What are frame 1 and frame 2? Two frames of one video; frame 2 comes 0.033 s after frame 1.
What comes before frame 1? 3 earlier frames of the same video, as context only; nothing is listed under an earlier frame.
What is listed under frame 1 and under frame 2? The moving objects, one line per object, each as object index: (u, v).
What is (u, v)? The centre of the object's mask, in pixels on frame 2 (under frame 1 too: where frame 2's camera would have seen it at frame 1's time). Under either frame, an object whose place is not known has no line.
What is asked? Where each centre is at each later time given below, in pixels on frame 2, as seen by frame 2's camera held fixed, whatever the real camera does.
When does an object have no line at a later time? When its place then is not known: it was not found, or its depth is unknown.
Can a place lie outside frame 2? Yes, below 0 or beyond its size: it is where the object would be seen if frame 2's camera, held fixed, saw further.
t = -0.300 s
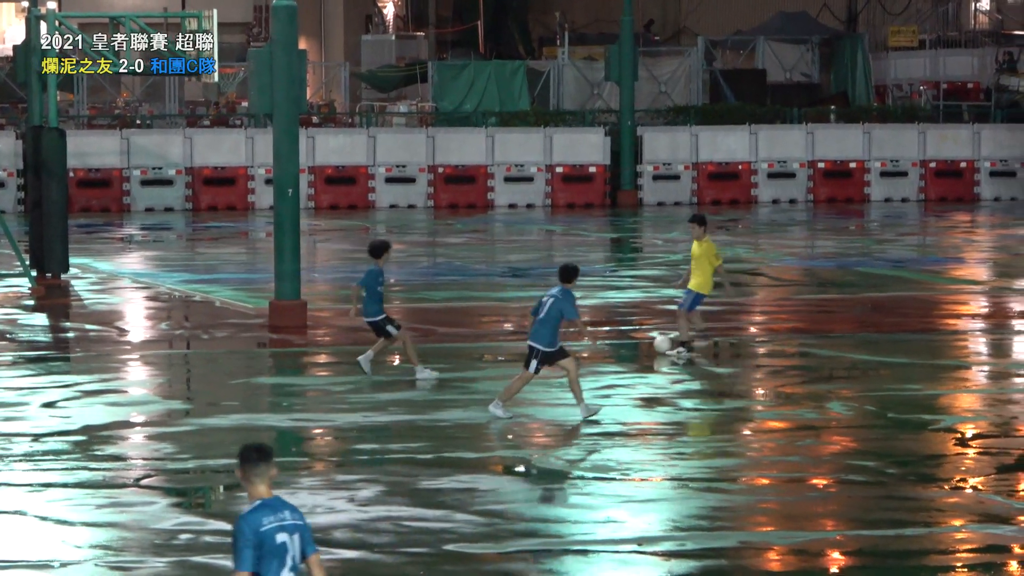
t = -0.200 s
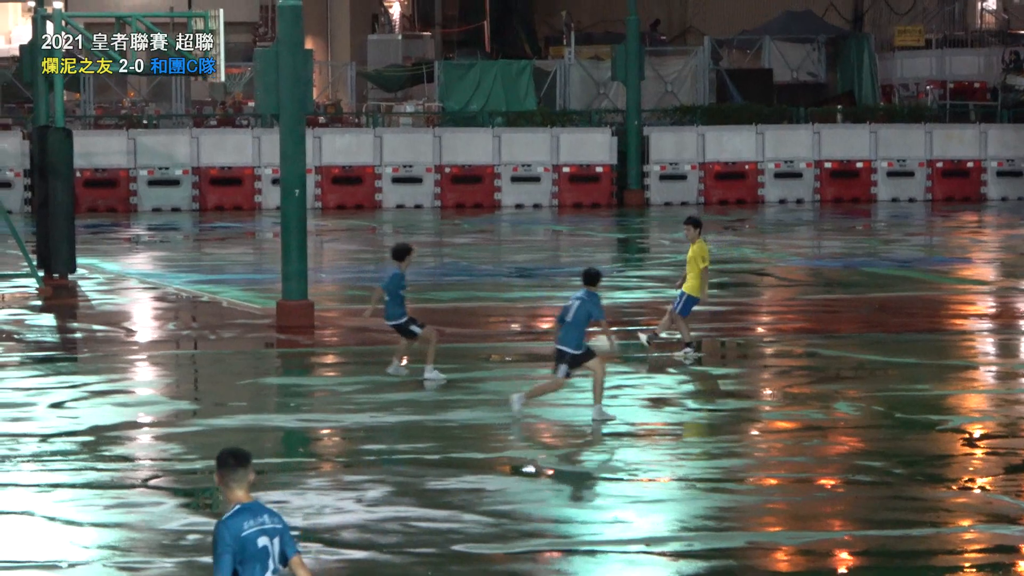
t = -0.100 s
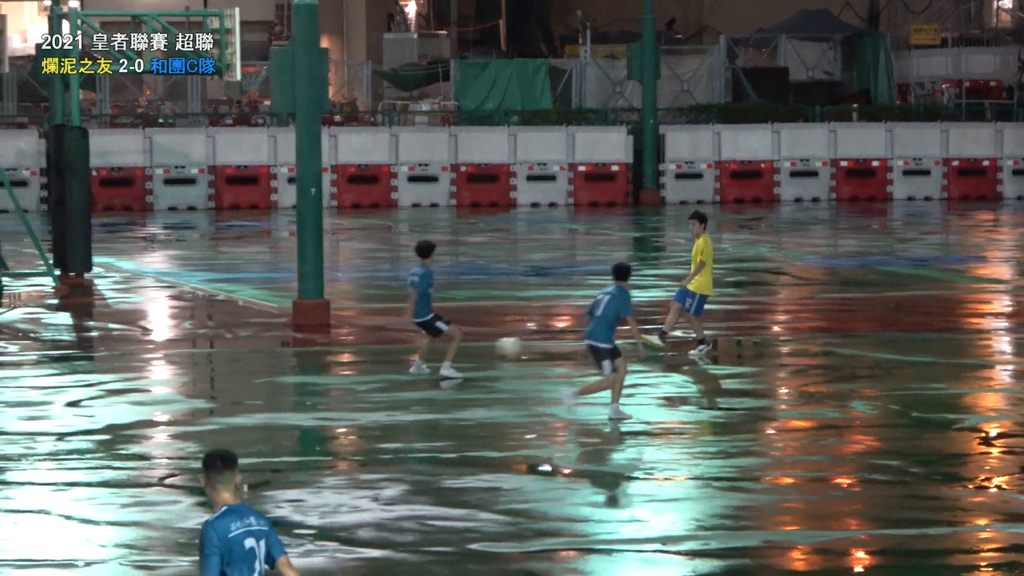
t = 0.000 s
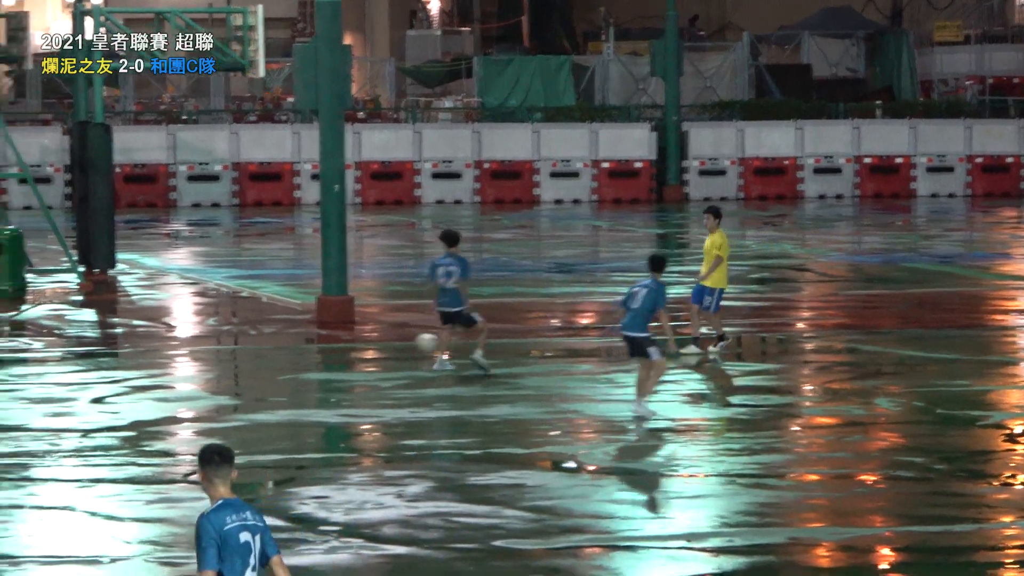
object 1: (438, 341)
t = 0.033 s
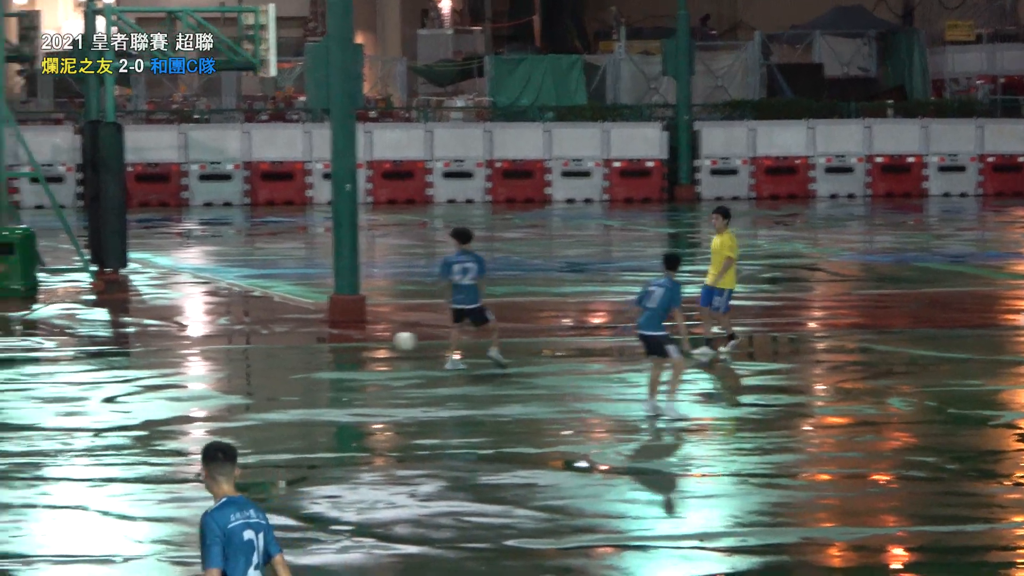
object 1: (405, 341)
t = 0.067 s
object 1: (371, 341)
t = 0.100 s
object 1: (338, 342)
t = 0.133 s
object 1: (305, 344)
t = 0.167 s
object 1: (271, 348)
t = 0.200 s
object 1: (236, 353)
